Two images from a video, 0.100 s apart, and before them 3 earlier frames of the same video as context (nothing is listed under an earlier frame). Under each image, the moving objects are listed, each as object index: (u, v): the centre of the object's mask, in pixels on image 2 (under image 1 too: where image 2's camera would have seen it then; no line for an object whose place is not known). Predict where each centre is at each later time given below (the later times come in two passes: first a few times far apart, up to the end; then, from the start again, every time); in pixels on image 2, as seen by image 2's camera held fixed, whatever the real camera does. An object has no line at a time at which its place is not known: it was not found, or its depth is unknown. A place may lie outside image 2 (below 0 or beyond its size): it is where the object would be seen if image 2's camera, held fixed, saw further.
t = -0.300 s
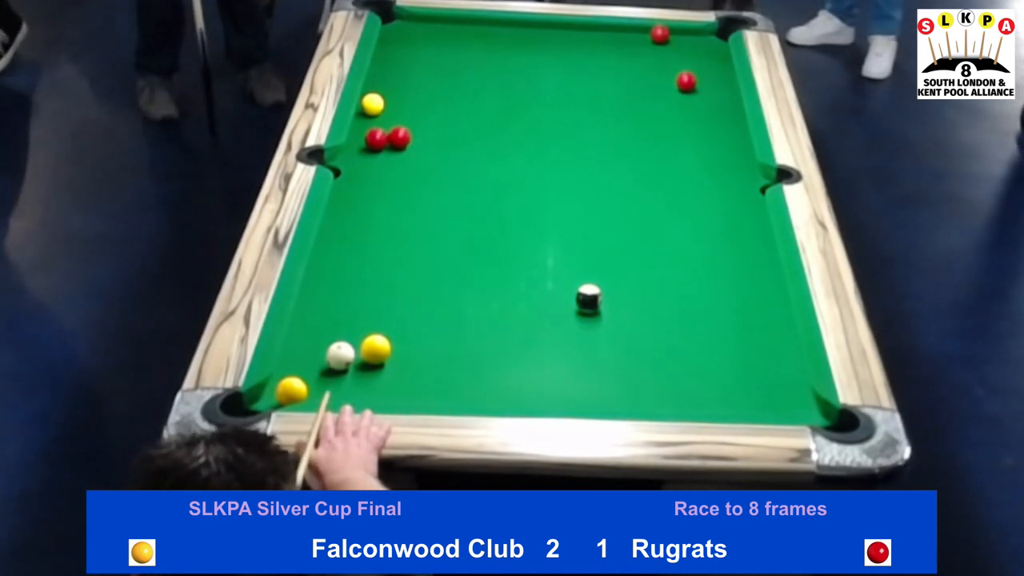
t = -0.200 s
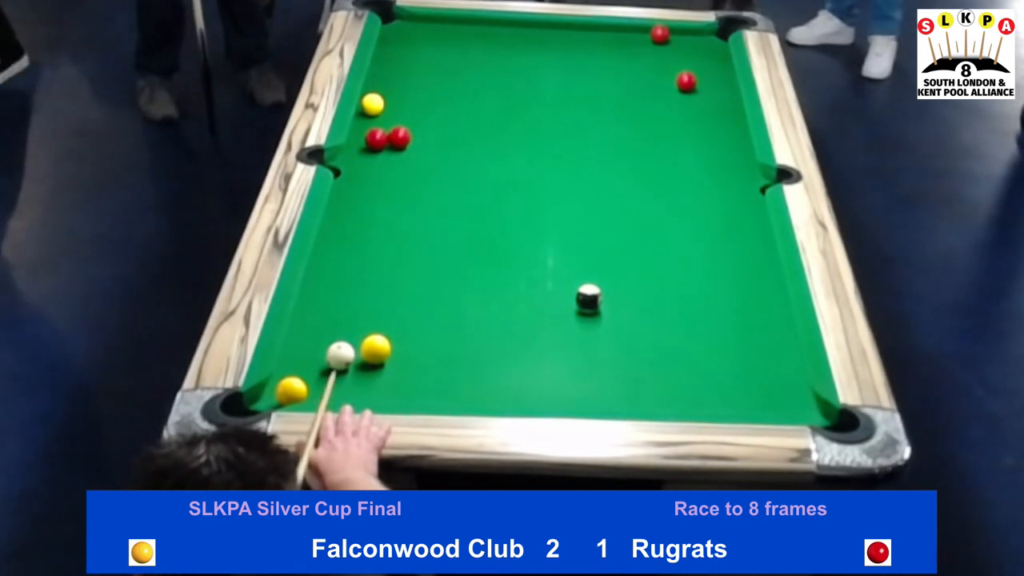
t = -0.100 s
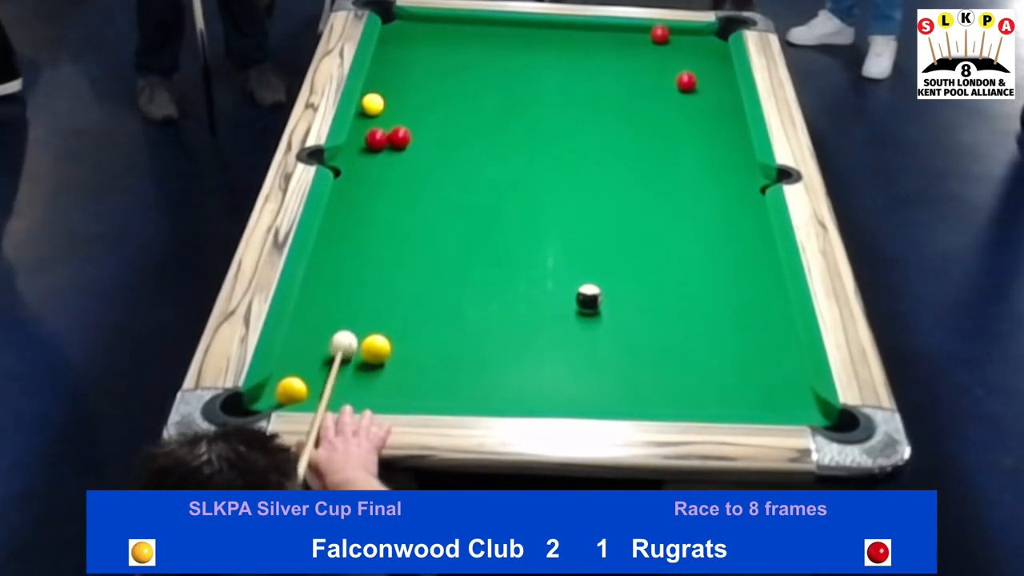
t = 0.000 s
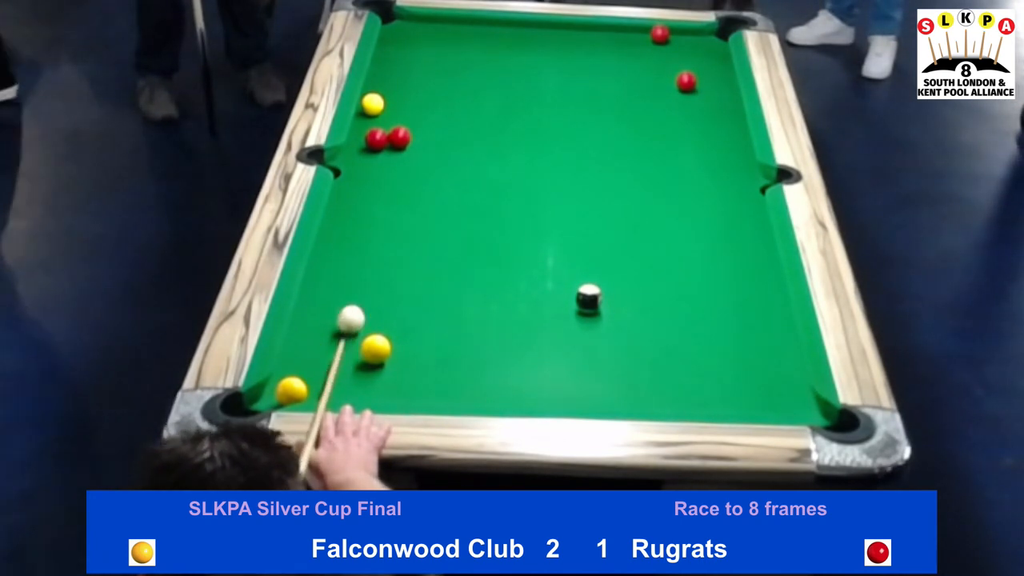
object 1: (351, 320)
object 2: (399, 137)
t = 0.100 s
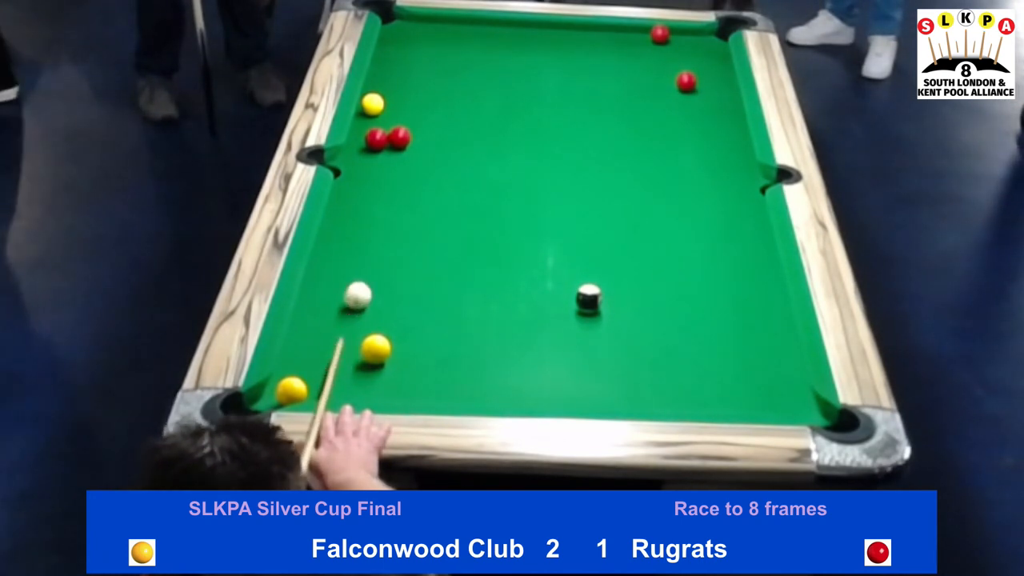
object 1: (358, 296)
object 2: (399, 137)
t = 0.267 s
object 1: (369, 259)
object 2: (399, 137)
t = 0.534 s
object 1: (384, 207)
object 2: (399, 137)
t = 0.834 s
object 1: (398, 159)
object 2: (399, 136)
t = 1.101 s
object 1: (413, 144)
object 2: (396, 121)
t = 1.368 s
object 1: (427, 138)
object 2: (397, 104)
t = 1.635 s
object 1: (439, 133)
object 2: (406, 90)
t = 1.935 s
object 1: (450, 129)
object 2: (416, 77)
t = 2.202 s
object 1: (457, 126)
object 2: (425, 67)
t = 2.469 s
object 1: (462, 124)
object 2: (432, 58)
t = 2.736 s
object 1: (465, 124)
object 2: (438, 51)
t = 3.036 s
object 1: (464, 124)
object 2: (444, 44)
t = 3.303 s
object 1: (463, 124)
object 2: (449, 39)
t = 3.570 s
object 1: (463, 124)
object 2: (452, 35)
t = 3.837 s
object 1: (464, 124)
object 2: (455, 32)
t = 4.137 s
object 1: (464, 124)
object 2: (457, 30)
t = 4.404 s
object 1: (464, 124)
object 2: (458, 29)
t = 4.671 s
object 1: (463, 124)
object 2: (458, 29)
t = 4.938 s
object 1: (463, 123)
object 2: (457, 28)
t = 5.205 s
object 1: (463, 124)
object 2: (457, 28)
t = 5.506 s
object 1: (464, 124)
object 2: (458, 28)
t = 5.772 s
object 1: (464, 124)
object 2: (458, 28)
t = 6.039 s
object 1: (464, 124)
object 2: (458, 28)
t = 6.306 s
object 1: (464, 124)
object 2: (457, 28)
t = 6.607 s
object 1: (463, 124)
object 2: (457, 28)
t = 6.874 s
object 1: (463, 124)
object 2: (458, 28)
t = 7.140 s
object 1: (463, 124)
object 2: (457, 28)
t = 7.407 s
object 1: (463, 124)
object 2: (458, 28)
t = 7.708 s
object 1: (464, 124)
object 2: (457, 28)
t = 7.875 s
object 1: (463, 124)
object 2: (457, 28)
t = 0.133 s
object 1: (360, 288)
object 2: (399, 137)
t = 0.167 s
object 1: (362, 280)
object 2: (399, 137)
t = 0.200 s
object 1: (364, 273)
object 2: (399, 137)
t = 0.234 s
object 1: (366, 266)
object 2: (399, 137)
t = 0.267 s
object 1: (369, 259)
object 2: (399, 137)
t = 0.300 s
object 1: (371, 252)
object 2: (399, 137)
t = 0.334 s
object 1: (373, 245)
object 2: (399, 137)
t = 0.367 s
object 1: (374, 239)
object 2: (399, 137)
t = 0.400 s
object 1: (376, 232)
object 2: (399, 137)
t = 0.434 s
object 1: (378, 226)
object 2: (399, 137)
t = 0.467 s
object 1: (380, 220)
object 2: (399, 137)
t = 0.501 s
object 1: (382, 214)
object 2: (399, 137)
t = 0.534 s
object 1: (384, 207)
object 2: (399, 137)
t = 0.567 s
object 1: (385, 202)
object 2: (399, 137)
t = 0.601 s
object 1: (387, 196)
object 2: (399, 137)
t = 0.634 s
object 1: (389, 190)
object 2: (399, 137)
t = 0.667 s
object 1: (390, 185)
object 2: (399, 137)
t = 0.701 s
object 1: (392, 179)
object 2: (399, 137)
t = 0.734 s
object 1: (393, 174)
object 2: (399, 137)
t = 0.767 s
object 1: (395, 169)
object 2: (399, 137)
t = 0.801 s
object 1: (397, 164)
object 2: (399, 137)
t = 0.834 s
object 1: (398, 159)
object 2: (399, 136)
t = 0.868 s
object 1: (399, 154)
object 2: (399, 135)
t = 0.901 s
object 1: (400, 149)
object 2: (398, 133)
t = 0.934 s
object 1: (402, 147)
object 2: (398, 132)
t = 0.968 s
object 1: (405, 147)
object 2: (397, 130)
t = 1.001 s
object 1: (407, 146)
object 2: (397, 128)
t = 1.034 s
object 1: (409, 146)
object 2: (397, 126)
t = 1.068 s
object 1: (411, 145)
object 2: (396, 124)
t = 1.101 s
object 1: (413, 144)
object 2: (396, 121)
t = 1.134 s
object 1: (415, 143)
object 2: (395, 119)
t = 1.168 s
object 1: (416, 142)
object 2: (395, 116)
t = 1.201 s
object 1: (418, 141)
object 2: (394, 114)
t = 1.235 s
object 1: (420, 141)
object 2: (394, 111)
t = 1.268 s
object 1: (422, 140)
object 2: (394, 109)
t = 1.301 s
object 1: (423, 139)
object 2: (394, 108)
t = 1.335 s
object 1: (425, 138)
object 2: (395, 106)
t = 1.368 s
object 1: (427, 138)
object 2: (397, 104)
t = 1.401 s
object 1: (428, 137)
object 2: (398, 102)
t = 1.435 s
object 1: (430, 136)
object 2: (399, 100)
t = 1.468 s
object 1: (432, 136)
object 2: (400, 98)
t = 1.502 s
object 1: (433, 135)
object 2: (401, 96)
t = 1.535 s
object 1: (435, 135)
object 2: (403, 95)
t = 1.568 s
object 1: (436, 134)
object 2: (404, 93)
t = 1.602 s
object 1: (437, 134)
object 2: (405, 91)
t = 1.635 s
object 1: (439, 133)
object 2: (406, 90)
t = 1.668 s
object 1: (440, 132)
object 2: (408, 88)
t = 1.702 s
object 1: (442, 132)
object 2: (409, 87)
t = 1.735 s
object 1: (443, 132)
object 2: (410, 85)
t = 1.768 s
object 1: (444, 131)
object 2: (411, 84)
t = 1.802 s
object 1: (446, 131)
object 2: (412, 82)
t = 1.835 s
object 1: (447, 130)
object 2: (413, 81)
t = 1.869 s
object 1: (448, 130)
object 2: (414, 79)
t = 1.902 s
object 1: (449, 129)
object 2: (416, 78)
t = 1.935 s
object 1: (450, 129)
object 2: (416, 77)
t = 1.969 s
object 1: (451, 129)
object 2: (418, 75)
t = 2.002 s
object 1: (452, 128)
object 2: (419, 74)
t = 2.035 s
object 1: (453, 128)
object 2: (420, 73)
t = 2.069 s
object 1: (454, 127)
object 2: (421, 71)
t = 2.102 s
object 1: (455, 127)
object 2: (422, 70)
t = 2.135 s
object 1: (455, 127)
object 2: (423, 69)
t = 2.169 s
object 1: (456, 126)
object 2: (424, 68)
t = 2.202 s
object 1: (457, 126)
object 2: (425, 67)
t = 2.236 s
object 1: (458, 126)
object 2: (426, 66)
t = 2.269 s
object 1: (459, 126)
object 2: (426, 64)
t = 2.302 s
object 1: (459, 125)
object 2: (428, 63)
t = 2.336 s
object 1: (460, 125)
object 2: (428, 62)
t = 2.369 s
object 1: (460, 125)
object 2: (429, 61)
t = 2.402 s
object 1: (461, 125)
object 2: (430, 60)
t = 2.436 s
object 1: (462, 124)
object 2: (431, 59)
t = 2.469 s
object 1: (462, 124)
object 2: (432, 58)
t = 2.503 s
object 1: (462, 124)
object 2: (433, 57)
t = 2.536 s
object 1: (463, 124)
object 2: (434, 56)
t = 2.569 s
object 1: (463, 124)
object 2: (434, 55)
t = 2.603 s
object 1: (464, 124)
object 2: (435, 54)
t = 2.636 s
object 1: (464, 124)
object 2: (436, 53)
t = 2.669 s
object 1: (464, 124)
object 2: (437, 52)
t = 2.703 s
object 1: (465, 124)
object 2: (437, 52)
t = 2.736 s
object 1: (465, 124)
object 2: (438, 51)
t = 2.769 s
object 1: (465, 123)
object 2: (439, 50)
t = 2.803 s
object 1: (465, 123)
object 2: (439, 49)
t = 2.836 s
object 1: (465, 123)
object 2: (440, 48)
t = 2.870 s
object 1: (465, 124)
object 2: (441, 48)
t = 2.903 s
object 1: (465, 124)
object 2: (442, 47)
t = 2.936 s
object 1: (465, 124)
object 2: (442, 46)
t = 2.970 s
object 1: (465, 124)
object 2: (443, 45)
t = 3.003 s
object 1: (464, 124)
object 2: (444, 45)
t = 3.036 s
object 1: (464, 124)
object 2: (444, 44)
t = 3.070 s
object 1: (464, 124)
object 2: (445, 43)
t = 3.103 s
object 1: (464, 124)
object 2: (445, 43)
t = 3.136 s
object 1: (464, 124)
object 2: (446, 42)
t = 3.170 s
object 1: (464, 124)
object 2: (447, 41)
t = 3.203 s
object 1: (464, 124)
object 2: (447, 41)
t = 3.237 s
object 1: (463, 124)
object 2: (448, 40)
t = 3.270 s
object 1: (463, 124)
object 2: (448, 40)
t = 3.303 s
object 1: (463, 124)
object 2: (449, 39)
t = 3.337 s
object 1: (463, 124)
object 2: (449, 39)
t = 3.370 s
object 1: (463, 124)
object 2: (450, 38)
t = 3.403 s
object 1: (463, 124)
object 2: (450, 38)
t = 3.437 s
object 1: (463, 124)
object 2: (451, 37)
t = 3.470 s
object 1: (463, 124)
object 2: (451, 36)
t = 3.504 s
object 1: (463, 124)
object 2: (451, 36)
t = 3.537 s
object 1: (463, 124)
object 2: (452, 35)
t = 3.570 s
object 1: (463, 124)
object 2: (452, 35)
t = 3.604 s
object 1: (463, 124)
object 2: (453, 35)
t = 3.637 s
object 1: (463, 124)
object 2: (453, 34)
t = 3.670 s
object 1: (463, 124)
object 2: (453, 34)
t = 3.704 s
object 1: (463, 124)
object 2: (454, 34)
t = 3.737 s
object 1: (463, 124)
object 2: (454, 33)
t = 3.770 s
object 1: (464, 124)
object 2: (455, 33)
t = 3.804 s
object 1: (464, 124)
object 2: (455, 32)
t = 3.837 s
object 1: (464, 124)
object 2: (455, 32)
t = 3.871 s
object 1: (464, 124)
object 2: (456, 32)
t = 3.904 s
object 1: (464, 124)
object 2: (456, 32)
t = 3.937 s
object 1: (464, 124)
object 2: (456, 31)
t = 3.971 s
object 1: (464, 124)
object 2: (456, 31)
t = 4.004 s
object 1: (464, 124)
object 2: (456, 31)
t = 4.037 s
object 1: (464, 124)
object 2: (456, 31)
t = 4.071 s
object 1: (464, 124)
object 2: (457, 30)
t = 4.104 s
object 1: (464, 124)
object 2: (457, 30)
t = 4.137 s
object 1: (464, 124)
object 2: (457, 30)
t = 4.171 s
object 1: (464, 124)
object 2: (457, 30)
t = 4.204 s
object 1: (464, 124)
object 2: (457, 30)
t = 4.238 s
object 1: (464, 124)
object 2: (457, 29)
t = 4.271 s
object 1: (464, 124)
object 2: (457, 29)
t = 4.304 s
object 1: (464, 124)
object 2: (457, 29)
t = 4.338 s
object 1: (464, 124)
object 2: (458, 29)
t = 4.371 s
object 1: (464, 124)
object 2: (458, 29)
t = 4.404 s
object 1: (464, 124)
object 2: (458, 29)
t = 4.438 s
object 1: (464, 124)
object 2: (458, 29)
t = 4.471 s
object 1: (464, 124)
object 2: (458, 29)
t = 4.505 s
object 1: (464, 124)
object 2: (458, 29)
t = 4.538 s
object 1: (464, 124)
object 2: (458, 29)
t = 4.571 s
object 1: (464, 124)
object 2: (458, 29)
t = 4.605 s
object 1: (464, 124)
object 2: (458, 29)
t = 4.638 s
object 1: (464, 123)
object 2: (458, 28)
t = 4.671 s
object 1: (463, 124)
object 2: (458, 29)
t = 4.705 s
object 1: (463, 124)
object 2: (457, 28)
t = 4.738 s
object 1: (463, 124)
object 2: (457, 28)
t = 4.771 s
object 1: (463, 124)
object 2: (457, 28)
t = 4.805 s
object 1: (464, 124)
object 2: (457, 28)
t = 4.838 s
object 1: (463, 123)
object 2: (457, 28)
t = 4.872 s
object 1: (463, 123)
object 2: (457, 28)
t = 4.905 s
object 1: (463, 123)
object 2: (457, 28)
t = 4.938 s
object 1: (463, 123)
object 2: (457, 28)
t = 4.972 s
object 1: (463, 124)
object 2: (457, 28)
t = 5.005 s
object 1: (464, 124)
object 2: (457, 28)
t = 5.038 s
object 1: (464, 124)
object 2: (457, 28)
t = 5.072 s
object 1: (463, 124)
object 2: (457, 28)
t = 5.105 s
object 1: (463, 124)
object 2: (457, 28)
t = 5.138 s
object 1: (463, 124)
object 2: (457, 28)
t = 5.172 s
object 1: (464, 124)
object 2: (457, 28)
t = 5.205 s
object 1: (463, 124)
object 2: (457, 28)
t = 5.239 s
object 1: (463, 124)
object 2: (457, 28)
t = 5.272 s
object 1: (463, 124)
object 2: (457, 28)
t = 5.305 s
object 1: (463, 124)
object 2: (457, 28)
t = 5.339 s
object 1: (464, 124)
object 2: (458, 28)
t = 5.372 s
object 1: (463, 124)
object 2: (458, 28)
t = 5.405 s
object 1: (464, 124)
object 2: (458, 28)
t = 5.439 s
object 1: (464, 124)
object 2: (458, 28)
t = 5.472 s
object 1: (464, 124)
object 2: (458, 28)
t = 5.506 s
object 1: (464, 124)
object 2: (458, 28)
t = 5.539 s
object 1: (464, 124)
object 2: (458, 28)
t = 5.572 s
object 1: (464, 124)
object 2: (458, 28)
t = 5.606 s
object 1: (464, 124)
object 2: (458, 28)
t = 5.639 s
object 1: (464, 124)
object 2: (457, 28)
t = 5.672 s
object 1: (464, 124)
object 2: (458, 28)
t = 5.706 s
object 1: (464, 124)
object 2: (457, 28)
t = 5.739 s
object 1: (464, 124)
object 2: (458, 28)
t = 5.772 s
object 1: (464, 124)
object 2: (458, 28)
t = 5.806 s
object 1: (464, 124)
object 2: (457, 28)
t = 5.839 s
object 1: (464, 124)
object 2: (458, 28)
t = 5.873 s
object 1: (464, 124)
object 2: (458, 28)
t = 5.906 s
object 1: (464, 124)
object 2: (457, 28)
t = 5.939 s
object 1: (464, 124)
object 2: (458, 28)
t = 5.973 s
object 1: (464, 124)
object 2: (458, 28)
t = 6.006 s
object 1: (464, 124)
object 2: (458, 28)
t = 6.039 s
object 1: (464, 124)
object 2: (458, 28)
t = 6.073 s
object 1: (464, 124)
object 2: (458, 28)
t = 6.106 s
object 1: (464, 124)
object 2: (458, 28)
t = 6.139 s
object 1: (464, 124)
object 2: (457, 28)
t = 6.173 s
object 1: (464, 124)
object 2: (457, 28)
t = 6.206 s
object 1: (464, 124)
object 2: (457, 28)
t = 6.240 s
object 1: (464, 124)
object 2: (457, 28)
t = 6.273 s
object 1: (464, 124)
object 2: (458, 28)
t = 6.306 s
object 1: (464, 124)
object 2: (457, 28)
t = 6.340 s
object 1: (464, 124)
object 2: (457, 28)
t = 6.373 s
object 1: (464, 124)
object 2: (458, 28)
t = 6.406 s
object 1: (464, 124)
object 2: (457, 28)
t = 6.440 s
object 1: (463, 124)
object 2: (458, 28)
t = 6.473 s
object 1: (463, 124)
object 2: (458, 28)
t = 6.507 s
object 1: (463, 124)
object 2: (457, 28)
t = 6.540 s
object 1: (463, 124)
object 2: (458, 28)
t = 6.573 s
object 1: (463, 124)
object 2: (458, 28)
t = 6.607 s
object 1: (463, 124)
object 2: (457, 28)
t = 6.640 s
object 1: (463, 124)
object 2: (458, 28)
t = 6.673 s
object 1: (463, 124)
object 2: (457, 28)
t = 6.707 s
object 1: (463, 124)
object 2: (457, 28)
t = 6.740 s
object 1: (463, 124)
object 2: (457, 28)
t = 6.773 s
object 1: (464, 124)
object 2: (458, 28)
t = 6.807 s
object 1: (463, 124)
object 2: (458, 28)
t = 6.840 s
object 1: (463, 124)
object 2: (458, 28)
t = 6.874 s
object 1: (463, 124)
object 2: (458, 28)
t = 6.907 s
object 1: (463, 124)
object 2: (457, 28)
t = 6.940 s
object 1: (463, 124)
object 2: (457, 28)
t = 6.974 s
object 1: (463, 124)
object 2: (458, 28)
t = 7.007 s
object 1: (463, 124)
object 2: (457, 28)
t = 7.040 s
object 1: (463, 124)
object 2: (457, 28)
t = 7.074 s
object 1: (463, 124)
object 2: (457, 28)
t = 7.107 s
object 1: (463, 124)
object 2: (457, 28)
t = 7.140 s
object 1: (463, 124)
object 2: (457, 28)
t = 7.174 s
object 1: (463, 124)
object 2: (458, 28)
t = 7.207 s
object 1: (463, 124)
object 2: (458, 28)
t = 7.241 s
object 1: (463, 124)
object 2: (457, 28)
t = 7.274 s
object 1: (463, 124)
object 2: (457, 28)
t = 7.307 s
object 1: (463, 124)
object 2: (457, 28)
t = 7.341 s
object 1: (463, 124)
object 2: (457, 28)
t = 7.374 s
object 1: (463, 124)
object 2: (457, 28)
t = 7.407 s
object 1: (463, 124)
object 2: (458, 28)
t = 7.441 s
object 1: (463, 124)
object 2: (457, 28)
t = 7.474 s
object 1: (463, 124)
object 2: (457, 28)
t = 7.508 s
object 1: (463, 124)
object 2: (458, 28)
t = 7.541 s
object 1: (463, 124)
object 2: (458, 28)
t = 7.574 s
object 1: (463, 124)
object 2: (457, 28)
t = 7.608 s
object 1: (464, 124)
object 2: (457, 28)
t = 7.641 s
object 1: (464, 124)
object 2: (457, 28)
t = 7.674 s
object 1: (463, 124)
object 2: (457, 28)
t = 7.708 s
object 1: (464, 124)
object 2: (457, 28)
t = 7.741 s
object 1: (463, 124)
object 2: (457, 28)
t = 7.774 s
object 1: (463, 124)
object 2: (457, 28)
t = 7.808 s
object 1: (463, 124)
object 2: (457, 28)
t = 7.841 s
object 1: (463, 124)
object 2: (457, 28)
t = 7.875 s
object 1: (463, 124)
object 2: (457, 28)
